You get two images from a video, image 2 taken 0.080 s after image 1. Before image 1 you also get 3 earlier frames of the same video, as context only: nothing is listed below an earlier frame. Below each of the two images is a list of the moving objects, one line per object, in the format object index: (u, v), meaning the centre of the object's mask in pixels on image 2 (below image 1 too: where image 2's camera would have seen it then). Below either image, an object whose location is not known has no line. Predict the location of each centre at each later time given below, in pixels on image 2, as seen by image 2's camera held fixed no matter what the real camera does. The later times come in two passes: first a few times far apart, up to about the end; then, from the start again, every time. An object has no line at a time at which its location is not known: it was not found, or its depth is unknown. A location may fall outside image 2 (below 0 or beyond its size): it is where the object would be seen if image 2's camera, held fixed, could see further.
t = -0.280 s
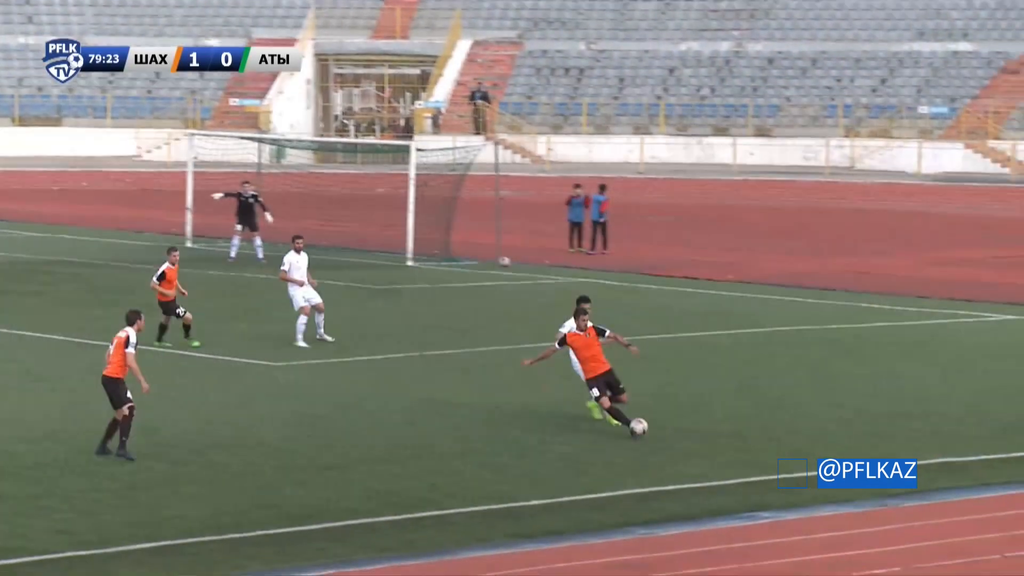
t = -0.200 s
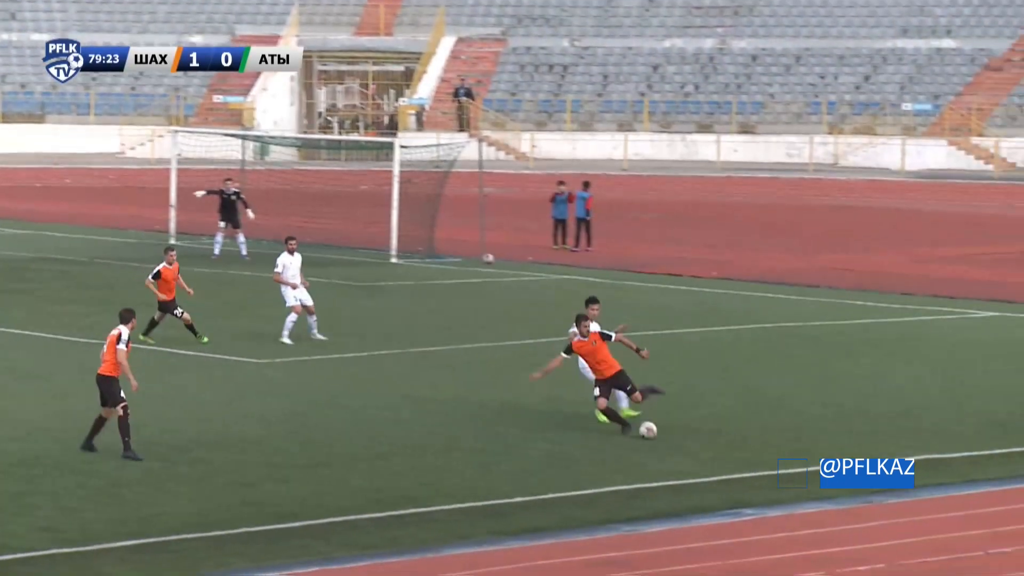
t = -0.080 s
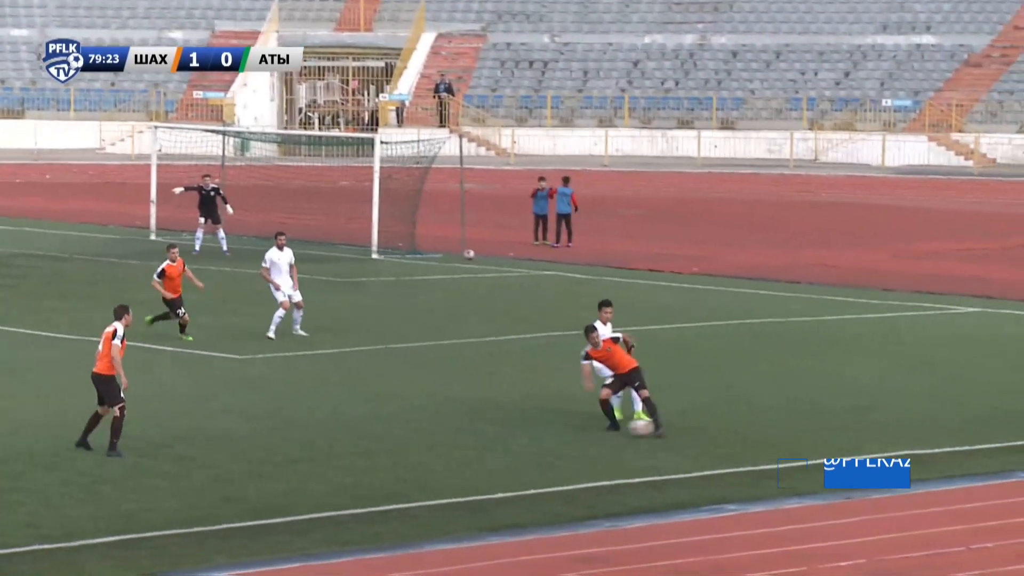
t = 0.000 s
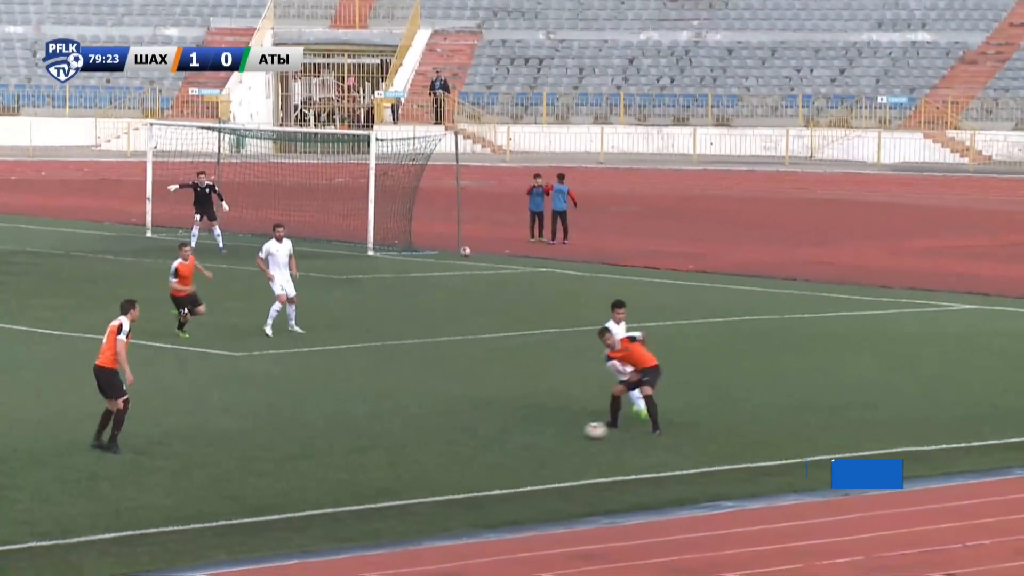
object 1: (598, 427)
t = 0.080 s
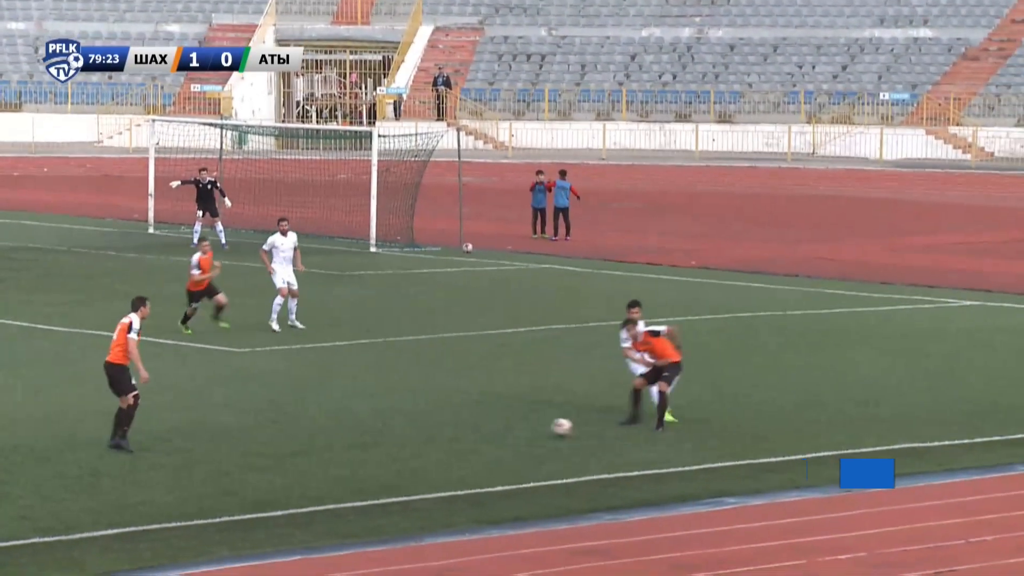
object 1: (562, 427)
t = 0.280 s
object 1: (475, 439)
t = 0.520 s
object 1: (389, 451)
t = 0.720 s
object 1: (337, 458)
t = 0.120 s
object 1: (544, 428)
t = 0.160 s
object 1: (527, 431)
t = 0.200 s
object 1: (508, 435)
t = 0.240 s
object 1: (490, 438)
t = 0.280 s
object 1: (475, 439)
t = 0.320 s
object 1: (459, 441)
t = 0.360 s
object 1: (444, 443)
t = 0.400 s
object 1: (428, 445)
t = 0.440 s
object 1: (416, 447)
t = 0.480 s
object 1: (402, 448)
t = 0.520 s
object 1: (389, 451)
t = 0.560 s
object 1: (378, 452)
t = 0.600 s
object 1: (366, 453)
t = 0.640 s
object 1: (356, 456)
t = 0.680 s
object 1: (345, 457)
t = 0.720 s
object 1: (337, 458)
